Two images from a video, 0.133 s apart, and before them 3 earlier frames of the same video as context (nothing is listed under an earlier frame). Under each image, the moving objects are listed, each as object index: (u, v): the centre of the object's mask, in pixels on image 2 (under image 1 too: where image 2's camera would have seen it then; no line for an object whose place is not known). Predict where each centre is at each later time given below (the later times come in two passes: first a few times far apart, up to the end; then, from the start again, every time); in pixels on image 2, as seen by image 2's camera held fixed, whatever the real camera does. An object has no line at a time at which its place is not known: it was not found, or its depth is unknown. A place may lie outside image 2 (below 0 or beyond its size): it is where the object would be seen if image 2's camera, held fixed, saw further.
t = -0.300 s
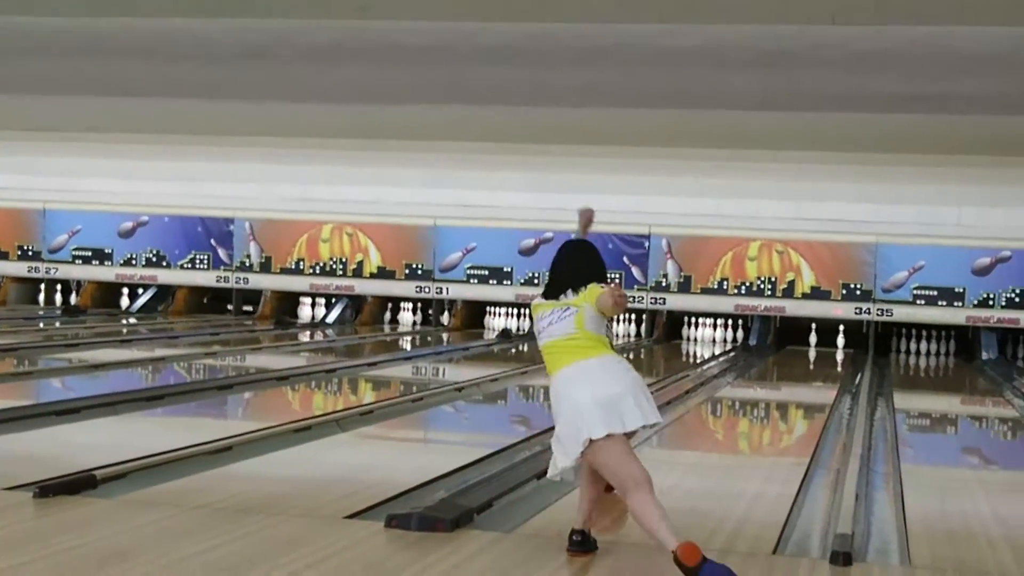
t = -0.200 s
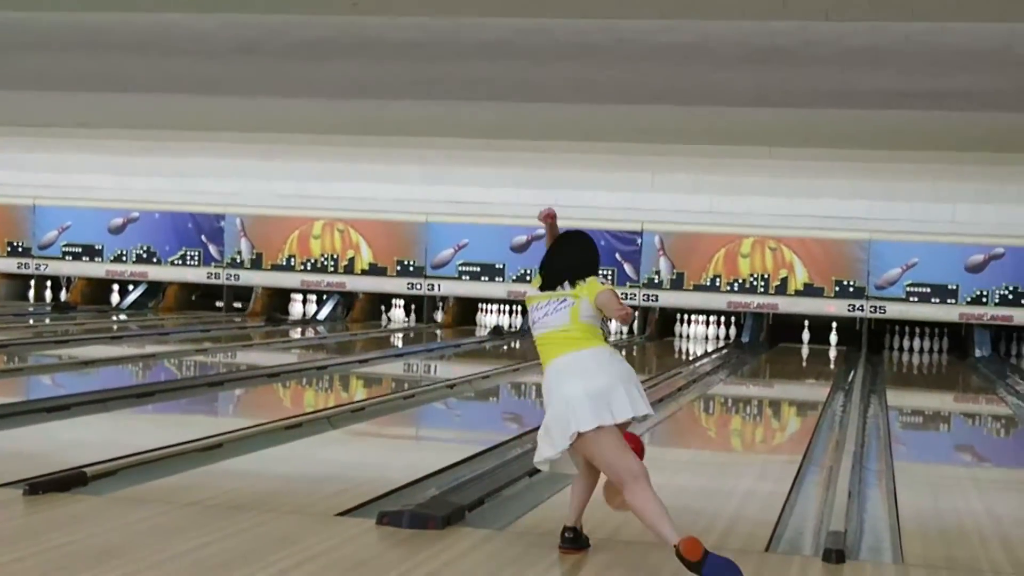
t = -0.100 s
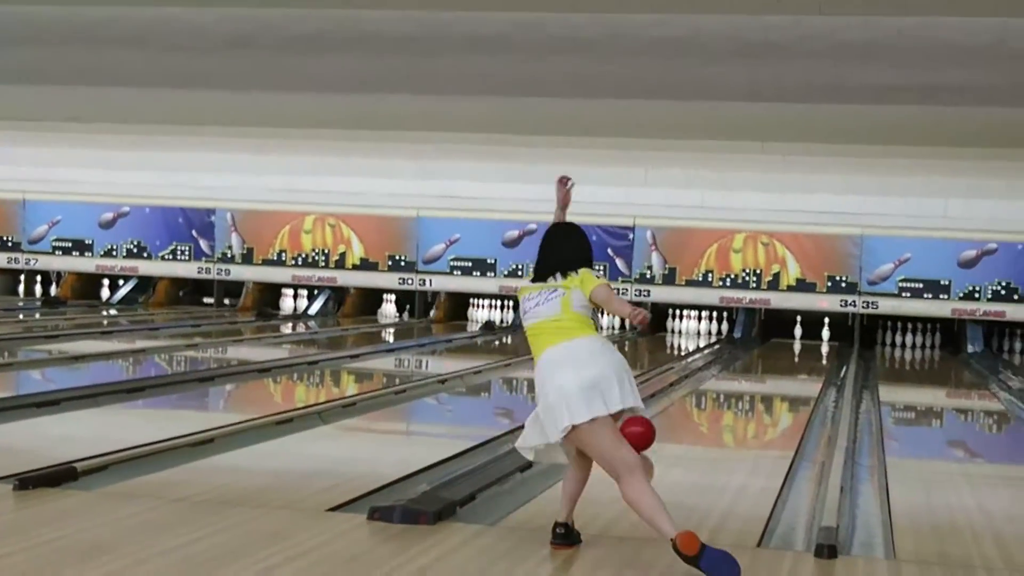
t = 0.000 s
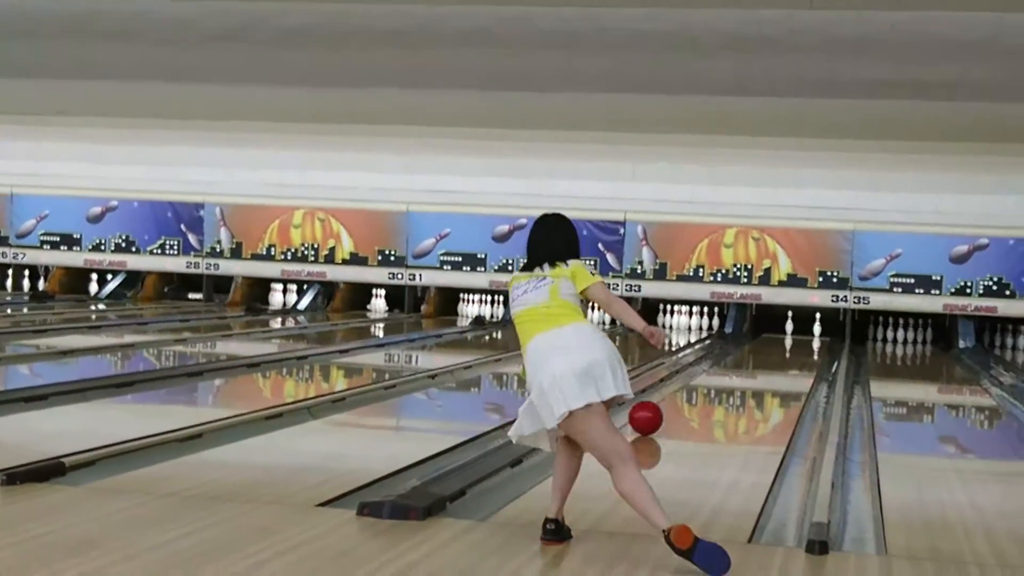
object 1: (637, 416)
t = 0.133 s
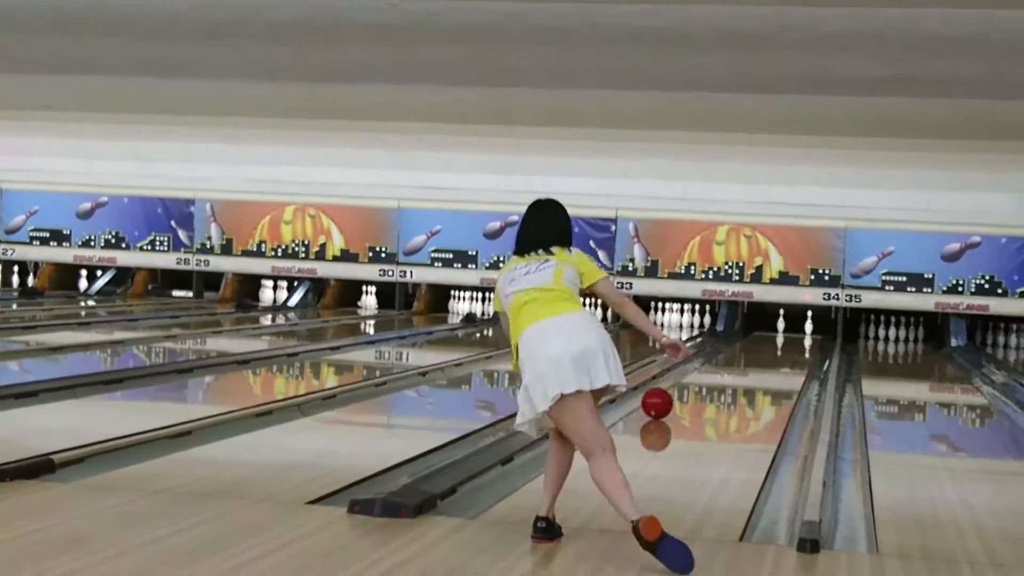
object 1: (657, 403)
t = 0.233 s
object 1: (669, 394)
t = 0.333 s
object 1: (679, 387)
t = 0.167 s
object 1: (661, 400)
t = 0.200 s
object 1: (665, 398)
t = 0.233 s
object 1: (669, 394)
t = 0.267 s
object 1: (672, 392)
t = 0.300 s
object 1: (675, 390)
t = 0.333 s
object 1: (679, 387)
